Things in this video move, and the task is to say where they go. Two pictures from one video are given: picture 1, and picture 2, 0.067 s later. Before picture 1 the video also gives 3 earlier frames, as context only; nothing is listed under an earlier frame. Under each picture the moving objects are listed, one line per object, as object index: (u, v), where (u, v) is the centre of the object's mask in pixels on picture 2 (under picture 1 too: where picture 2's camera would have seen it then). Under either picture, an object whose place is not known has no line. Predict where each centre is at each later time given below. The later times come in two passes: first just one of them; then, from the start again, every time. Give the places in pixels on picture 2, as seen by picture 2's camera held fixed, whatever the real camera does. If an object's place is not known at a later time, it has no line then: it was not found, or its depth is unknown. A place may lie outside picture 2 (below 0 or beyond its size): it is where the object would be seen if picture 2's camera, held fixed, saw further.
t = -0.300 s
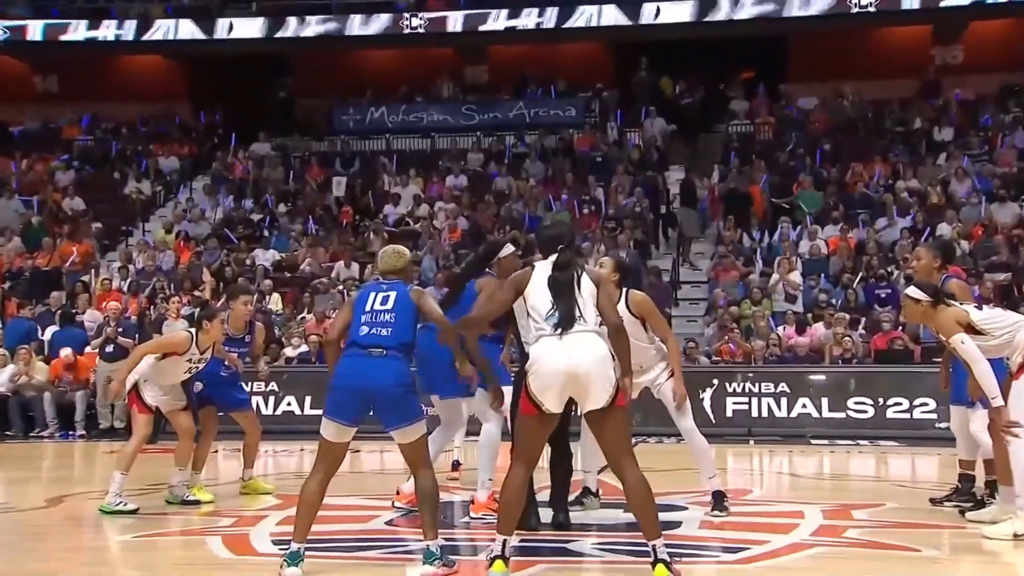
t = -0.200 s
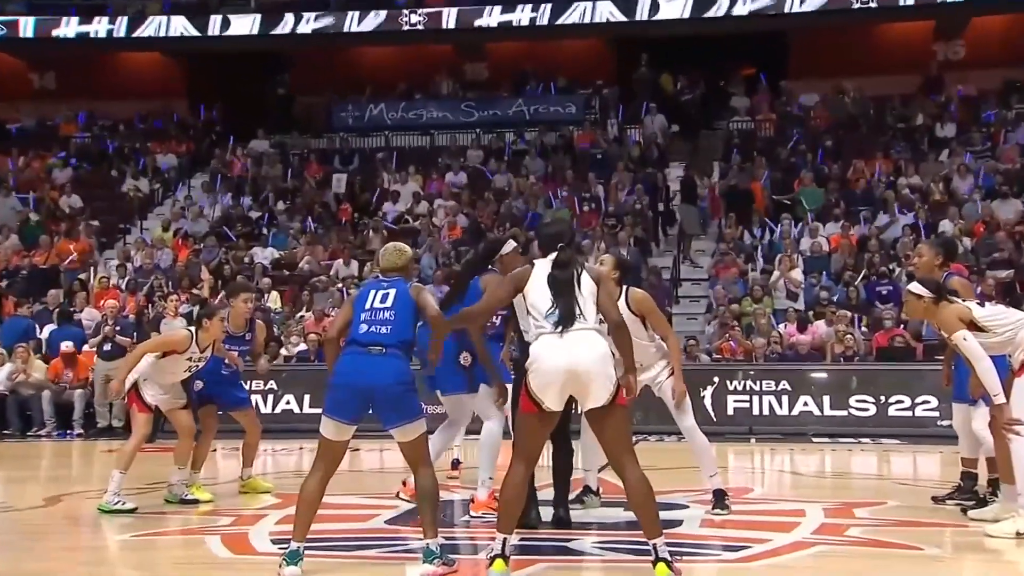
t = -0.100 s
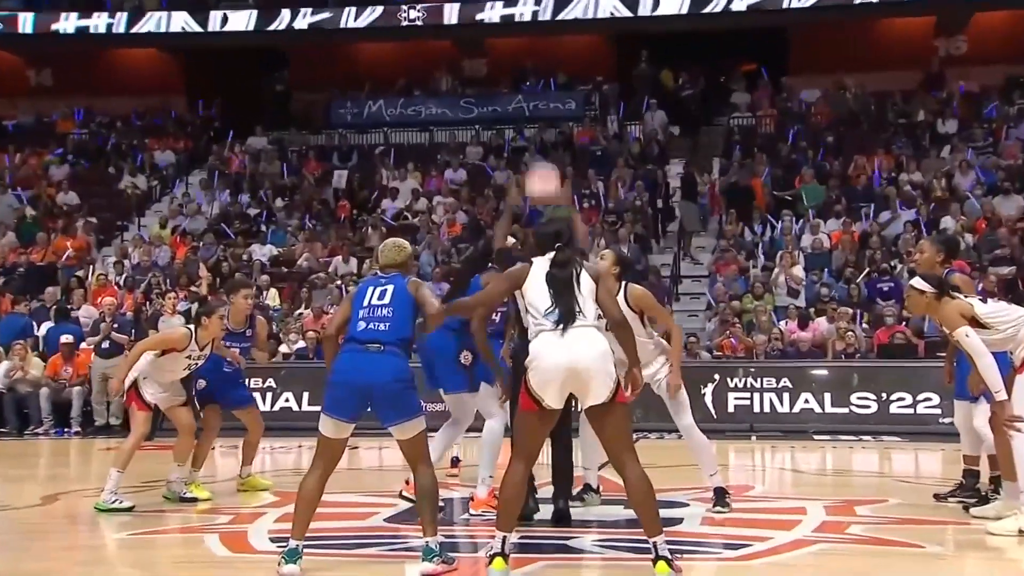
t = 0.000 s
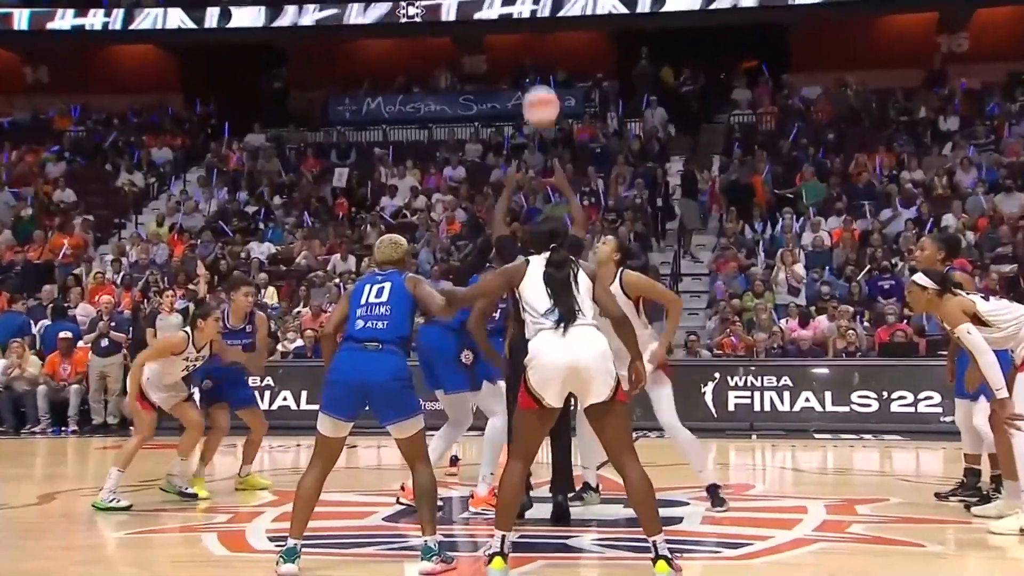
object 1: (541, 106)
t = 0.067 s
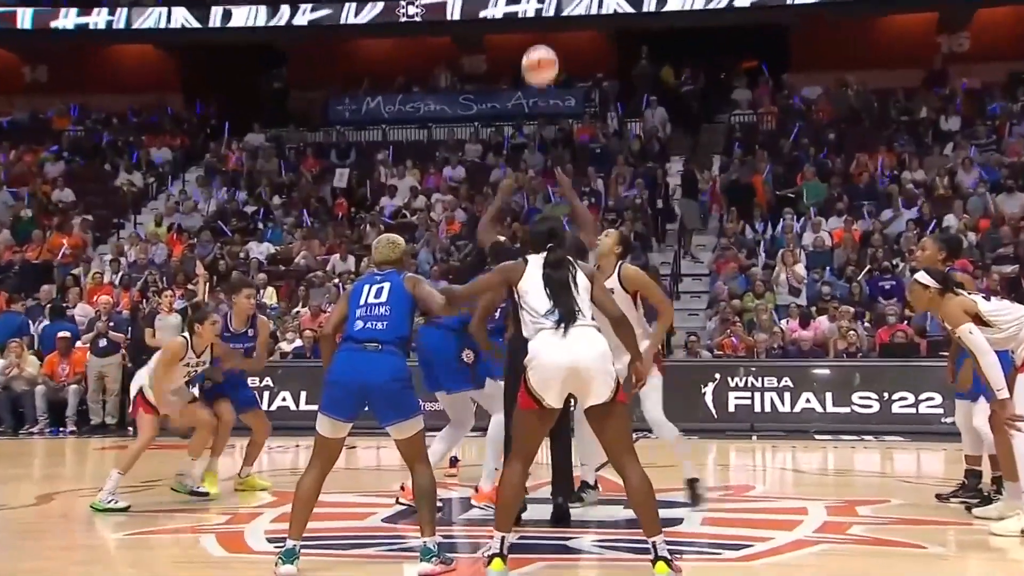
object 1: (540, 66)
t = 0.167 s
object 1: (539, 20)
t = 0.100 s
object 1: (539, 49)
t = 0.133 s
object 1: (539, 34)
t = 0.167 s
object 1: (539, 20)
